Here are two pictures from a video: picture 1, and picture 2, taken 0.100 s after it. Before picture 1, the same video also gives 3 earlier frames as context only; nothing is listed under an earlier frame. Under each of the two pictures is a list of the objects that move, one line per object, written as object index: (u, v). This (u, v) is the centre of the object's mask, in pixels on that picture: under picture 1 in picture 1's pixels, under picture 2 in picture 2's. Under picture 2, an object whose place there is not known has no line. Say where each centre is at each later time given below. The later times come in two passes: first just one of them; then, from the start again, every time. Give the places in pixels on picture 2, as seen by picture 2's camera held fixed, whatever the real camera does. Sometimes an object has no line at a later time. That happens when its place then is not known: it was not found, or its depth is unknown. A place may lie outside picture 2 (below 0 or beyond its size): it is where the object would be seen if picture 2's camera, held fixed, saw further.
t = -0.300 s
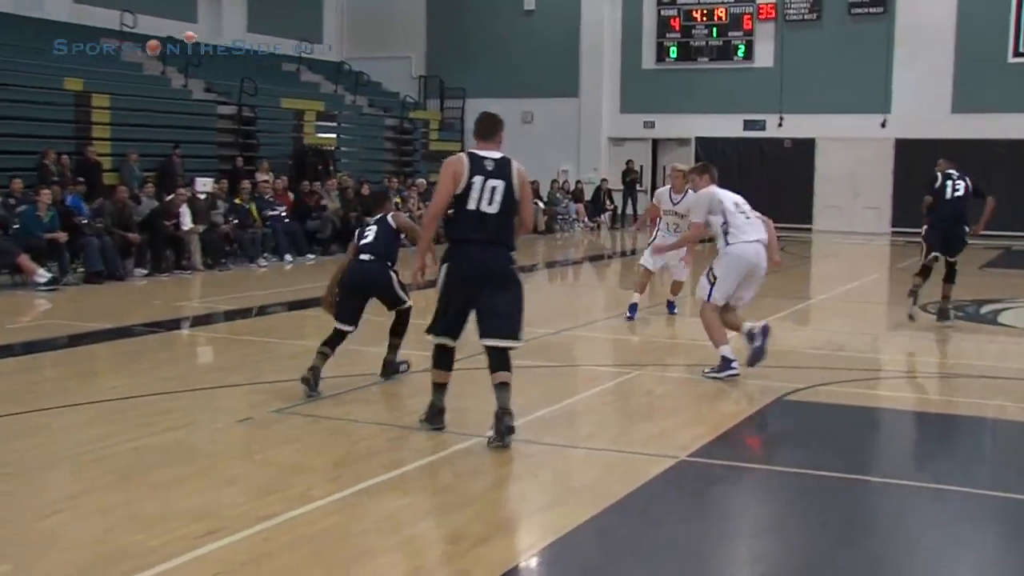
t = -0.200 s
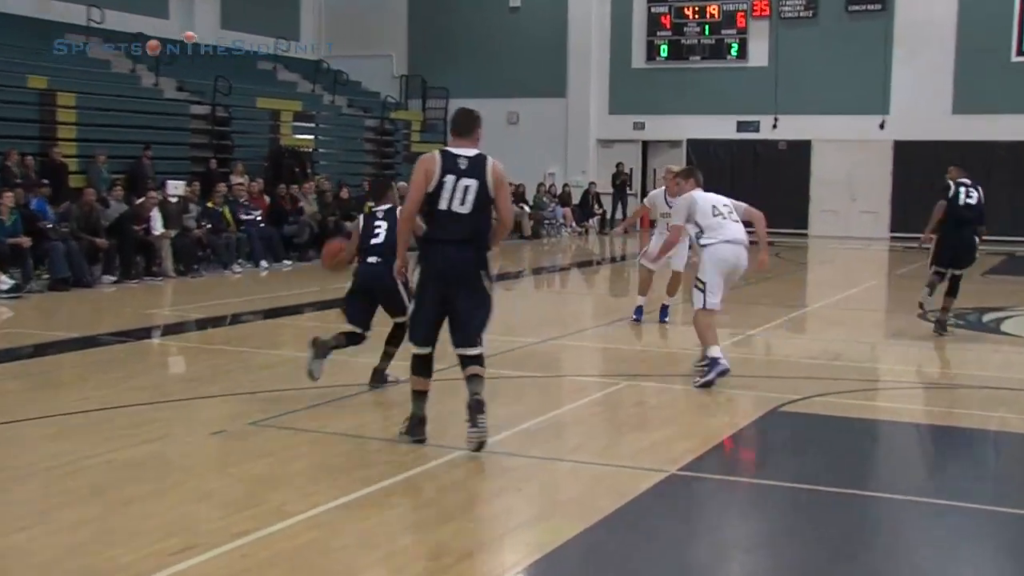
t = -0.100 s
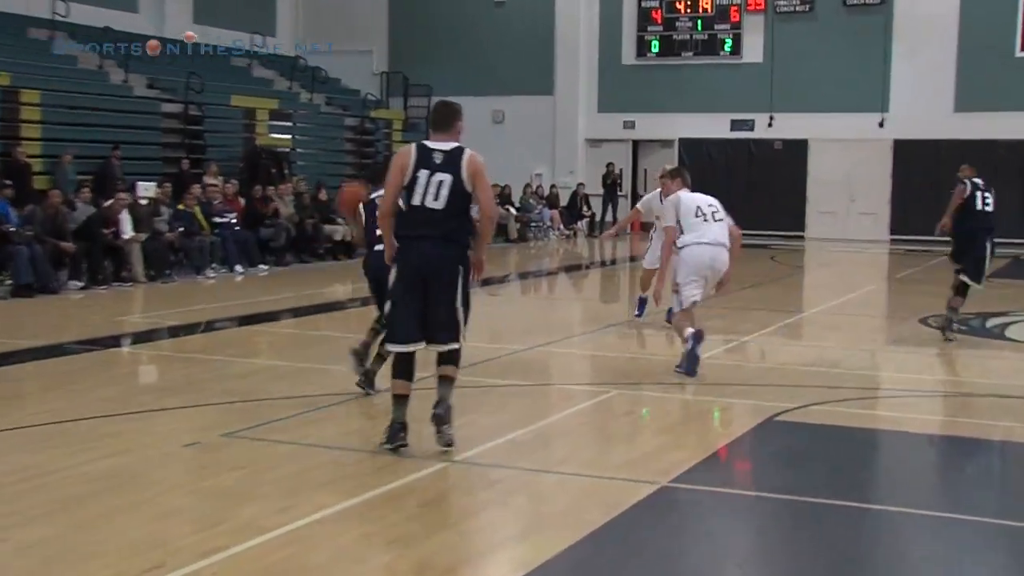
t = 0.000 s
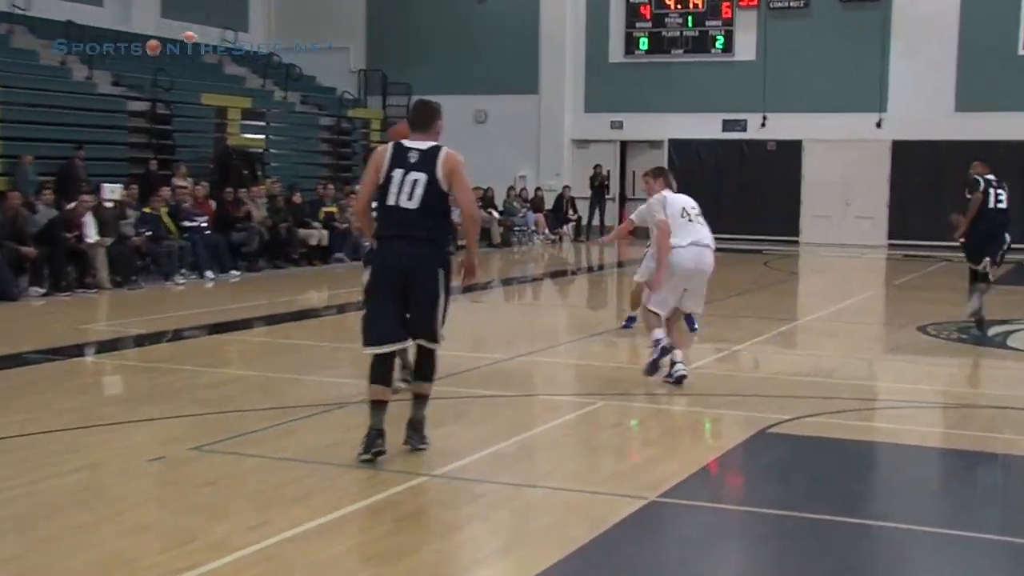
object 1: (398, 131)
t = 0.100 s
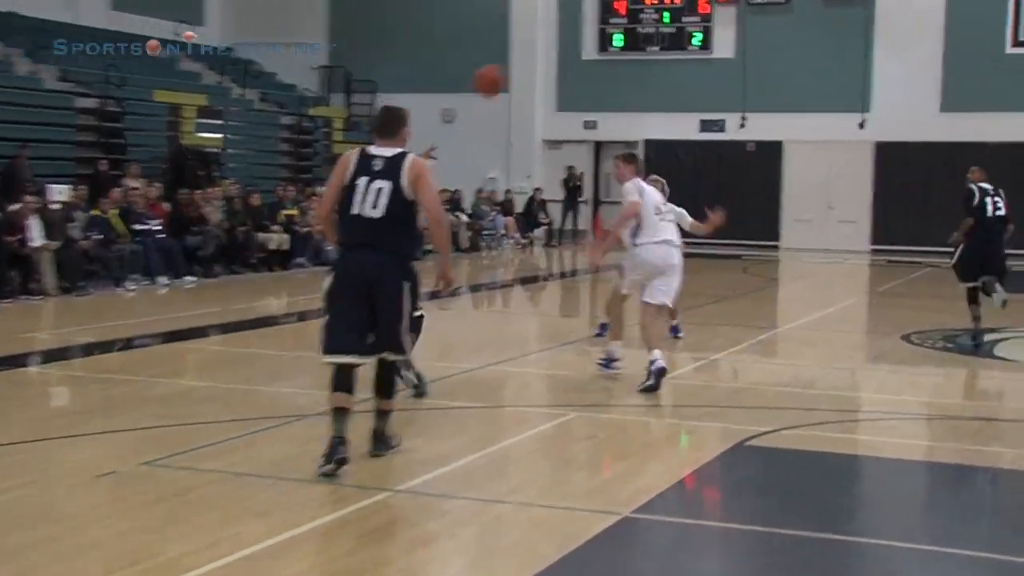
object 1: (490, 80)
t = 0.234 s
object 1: (620, 30)
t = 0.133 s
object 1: (525, 65)
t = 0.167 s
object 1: (557, 53)
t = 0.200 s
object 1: (590, 39)
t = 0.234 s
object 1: (620, 30)
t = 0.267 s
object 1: (649, 22)
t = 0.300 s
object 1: (676, 15)
